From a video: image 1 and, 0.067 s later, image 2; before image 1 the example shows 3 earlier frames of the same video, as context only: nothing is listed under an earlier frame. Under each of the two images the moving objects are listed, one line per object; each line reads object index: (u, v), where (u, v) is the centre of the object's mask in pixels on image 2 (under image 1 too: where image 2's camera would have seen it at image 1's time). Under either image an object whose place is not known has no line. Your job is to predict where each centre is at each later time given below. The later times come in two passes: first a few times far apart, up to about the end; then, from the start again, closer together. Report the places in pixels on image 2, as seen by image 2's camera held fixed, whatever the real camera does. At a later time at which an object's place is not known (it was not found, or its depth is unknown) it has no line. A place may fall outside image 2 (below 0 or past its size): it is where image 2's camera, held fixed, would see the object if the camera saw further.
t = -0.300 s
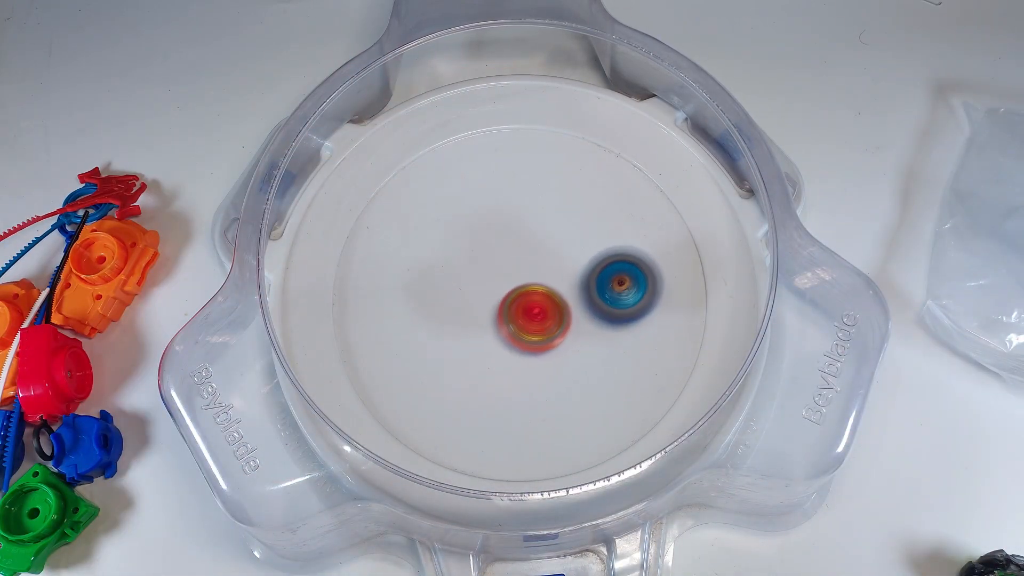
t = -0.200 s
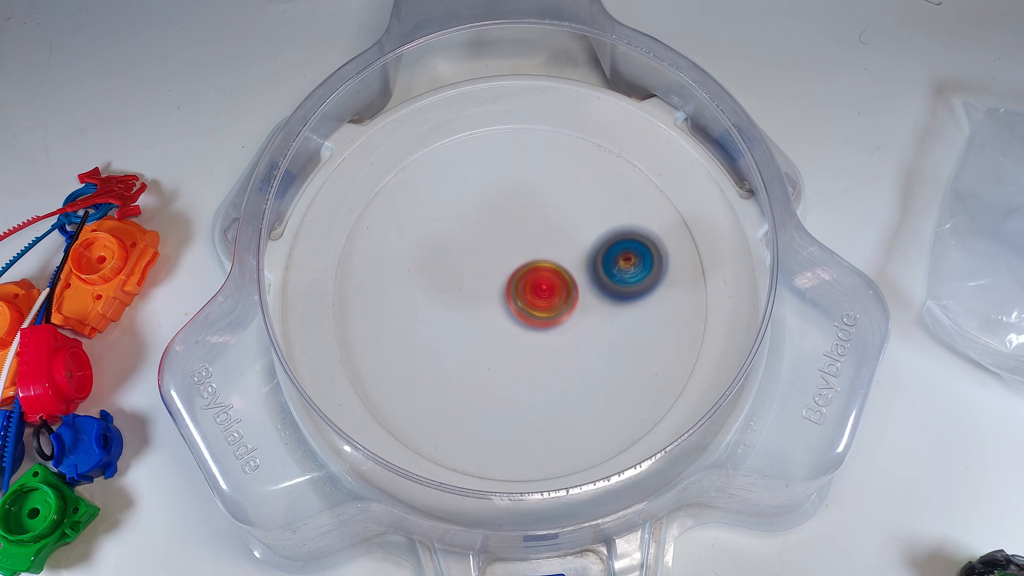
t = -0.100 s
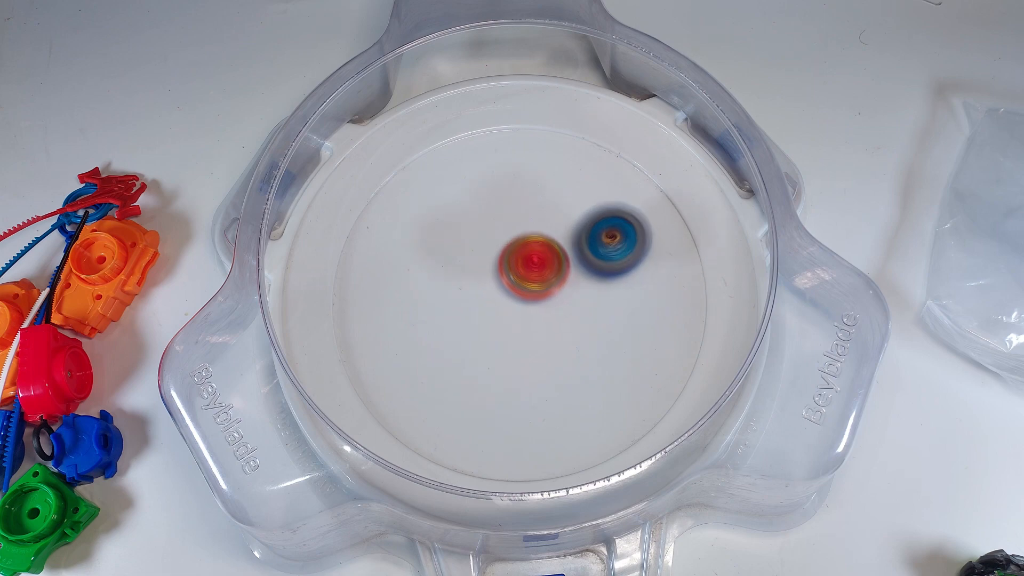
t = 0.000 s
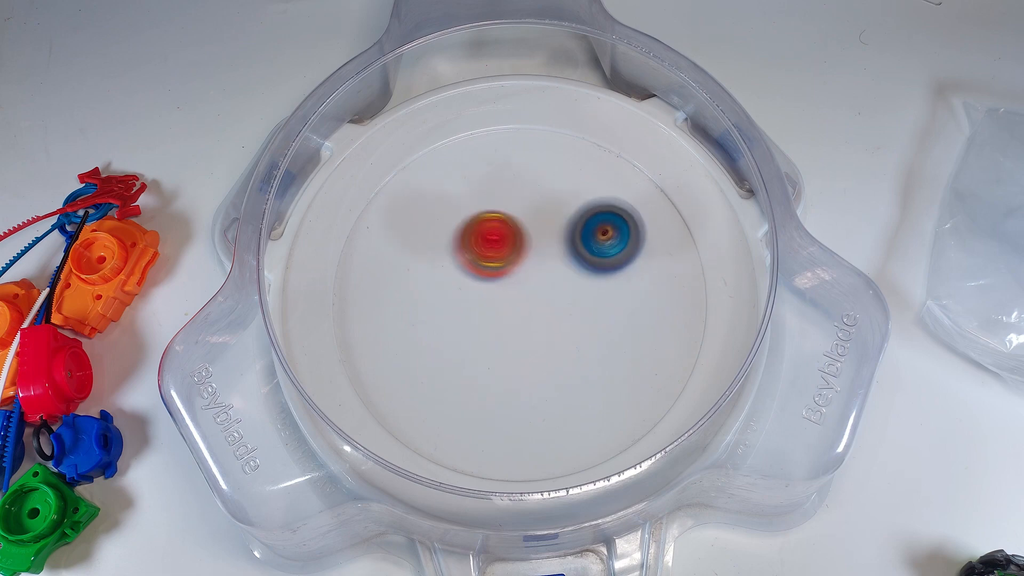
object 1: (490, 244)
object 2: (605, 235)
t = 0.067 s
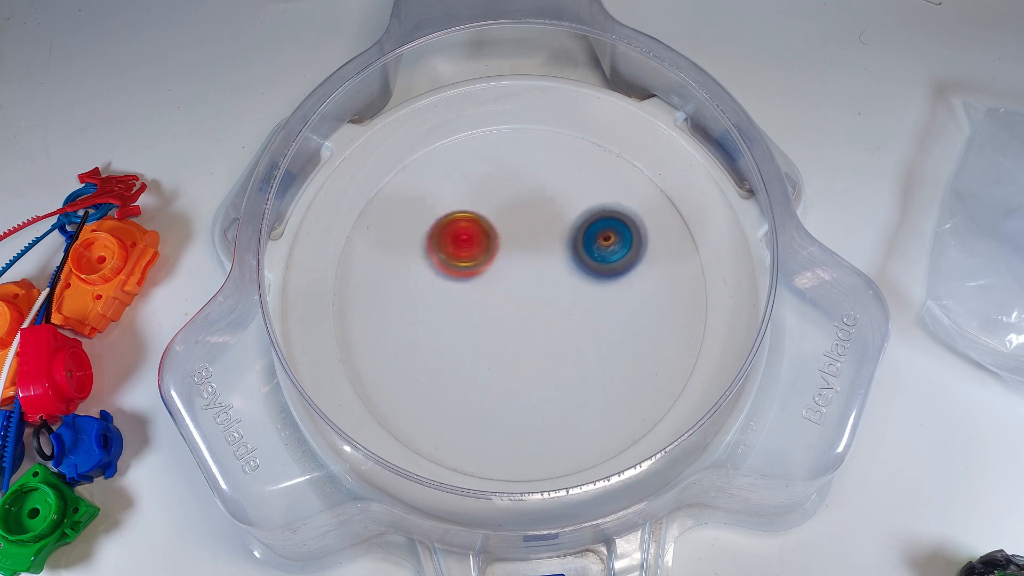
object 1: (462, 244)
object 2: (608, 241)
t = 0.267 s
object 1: (454, 286)
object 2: (573, 298)
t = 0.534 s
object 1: (534, 272)
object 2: (573, 370)
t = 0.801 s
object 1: (532, 233)
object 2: (596, 345)
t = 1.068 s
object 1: (461, 201)
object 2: (507, 378)
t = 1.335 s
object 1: (450, 237)
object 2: (565, 419)
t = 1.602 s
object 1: (536, 265)
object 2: (535, 353)
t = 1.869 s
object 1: (521, 231)
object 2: (456, 377)
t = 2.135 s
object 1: (536, 292)
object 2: (458, 379)
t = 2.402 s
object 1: (592, 275)
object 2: (494, 273)
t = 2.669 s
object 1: (541, 267)
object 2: (411, 205)
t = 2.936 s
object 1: (534, 337)
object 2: (419, 316)
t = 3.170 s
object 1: (613, 341)
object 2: (508, 314)
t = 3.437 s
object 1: (590, 294)
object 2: (476, 196)
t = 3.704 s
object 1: (505, 305)
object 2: (386, 249)
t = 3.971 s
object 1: (561, 325)
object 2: (475, 357)
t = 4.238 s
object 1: (573, 273)
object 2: (509, 313)
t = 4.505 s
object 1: (514, 235)
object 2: (415, 300)
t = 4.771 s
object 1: (493, 279)
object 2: (459, 350)
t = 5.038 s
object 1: (513, 269)
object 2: (570, 339)
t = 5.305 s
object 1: (502, 283)
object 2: (584, 248)
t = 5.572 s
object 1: (524, 340)
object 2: (529, 196)
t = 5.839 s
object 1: (553, 348)
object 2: (465, 214)
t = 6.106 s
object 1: (618, 351)
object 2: (474, 295)
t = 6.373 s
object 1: (586, 307)
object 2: (449, 316)
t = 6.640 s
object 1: (571, 286)
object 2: (459, 312)
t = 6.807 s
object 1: (535, 289)
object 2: (452, 307)
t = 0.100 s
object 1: (454, 247)
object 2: (604, 246)
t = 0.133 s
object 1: (451, 253)
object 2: (600, 252)
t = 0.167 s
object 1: (448, 261)
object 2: (594, 261)
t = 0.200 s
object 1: (448, 269)
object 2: (587, 272)
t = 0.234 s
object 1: (449, 278)
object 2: (580, 285)
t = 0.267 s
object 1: (454, 286)
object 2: (573, 298)
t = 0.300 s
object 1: (464, 292)
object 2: (568, 310)
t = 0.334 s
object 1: (475, 297)
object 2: (564, 322)
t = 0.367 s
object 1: (485, 299)
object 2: (562, 332)
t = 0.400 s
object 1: (497, 297)
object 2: (562, 342)
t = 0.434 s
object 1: (508, 293)
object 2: (562, 353)
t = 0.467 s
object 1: (518, 287)
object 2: (564, 362)
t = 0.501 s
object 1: (527, 280)
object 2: (568, 367)
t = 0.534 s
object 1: (534, 272)
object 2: (573, 370)
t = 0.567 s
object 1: (539, 264)
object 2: (578, 371)
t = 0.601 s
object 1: (542, 256)
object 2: (583, 371)
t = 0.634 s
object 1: (543, 249)
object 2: (588, 371)
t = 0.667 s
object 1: (543, 243)
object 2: (594, 368)
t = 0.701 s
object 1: (542, 240)
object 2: (598, 365)
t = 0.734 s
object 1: (540, 237)
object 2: (601, 360)
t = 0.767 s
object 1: (536, 235)
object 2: (600, 353)
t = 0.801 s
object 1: (532, 233)
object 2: (596, 345)
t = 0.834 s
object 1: (527, 231)
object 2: (590, 335)
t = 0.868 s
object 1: (519, 228)
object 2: (582, 325)
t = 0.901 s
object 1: (509, 227)
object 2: (570, 317)
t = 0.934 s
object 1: (499, 229)
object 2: (555, 309)
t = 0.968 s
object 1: (492, 237)
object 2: (538, 304)
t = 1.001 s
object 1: (484, 238)
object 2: (522, 312)
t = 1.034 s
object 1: (471, 217)
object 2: (513, 345)
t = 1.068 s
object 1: (461, 201)
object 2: (507, 378)
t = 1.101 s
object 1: (452, 190)
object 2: (505, 409)
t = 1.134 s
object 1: (446, 184)
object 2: (506, 437)
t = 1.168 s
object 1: (442, 184)
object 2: (512, 455)
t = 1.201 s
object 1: (441, 187)
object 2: (520, 456)
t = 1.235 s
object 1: (442, 195)
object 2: (531, 451)
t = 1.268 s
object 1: (444, 208)
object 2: (543, 441)
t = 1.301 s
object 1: (446, 222)
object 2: (555, 431)
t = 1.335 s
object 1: (450, 237)
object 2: (565, 419)
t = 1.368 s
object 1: (455, 251)
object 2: (571, 408)
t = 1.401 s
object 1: (464, 263)
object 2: (576, 397)
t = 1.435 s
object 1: (475, 272)
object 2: (575, 384)
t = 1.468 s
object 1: (488, 280)
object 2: (571, 372)
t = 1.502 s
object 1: (503, 286)
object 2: (564, 359)
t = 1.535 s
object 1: (518, 287)
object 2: (555, 349)
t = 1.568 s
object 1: (528, 275)
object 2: (546, 351)
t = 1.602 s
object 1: (536, 265)
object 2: (535, 353)
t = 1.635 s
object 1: (541, 258)
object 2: (523, 355)
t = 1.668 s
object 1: (544, 250)
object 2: (511, 359)
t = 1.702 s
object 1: (545, 242)
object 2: (500, 363)
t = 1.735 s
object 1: (545, 235)
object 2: (491, 367)
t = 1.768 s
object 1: (541, 230)
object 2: (481, 370)
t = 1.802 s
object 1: (535, 225)
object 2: (471, 373)
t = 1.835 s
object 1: (528, 226)
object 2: (464, 375)
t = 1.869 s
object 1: (521, 231)
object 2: (456, 377)
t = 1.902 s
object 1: (516, 238)
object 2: (450, 380)
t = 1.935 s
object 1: (512, 245)
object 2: (445, 381)
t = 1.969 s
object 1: (510, 252)
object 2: (443, 383)
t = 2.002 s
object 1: (511, 260)
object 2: (441, 383)
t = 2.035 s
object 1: (515, 269)
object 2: (443, 383)
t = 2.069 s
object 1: (521, 278)
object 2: (446, 383)
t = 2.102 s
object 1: (528, 286)
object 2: (452, 382)
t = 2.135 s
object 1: (536, 292)
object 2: (458, 379)
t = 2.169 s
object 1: (544, 296)
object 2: (466, 373)
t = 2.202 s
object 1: (553, 299)
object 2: (474, 364)
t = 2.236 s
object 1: (563, 299)
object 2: (483, 354)
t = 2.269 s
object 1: (572, 298)
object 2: (489, 340)
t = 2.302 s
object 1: (580, 295)
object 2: (494, 324)
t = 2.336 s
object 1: (586, 290)
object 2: (497, 306)
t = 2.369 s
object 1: (590, 284)
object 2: (497, 290)
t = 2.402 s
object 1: (592, 275)
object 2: (494, 273)
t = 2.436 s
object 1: (594, 267)
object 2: (490, 259)
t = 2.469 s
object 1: (592, 262)
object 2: (481, 245)
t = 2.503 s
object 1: (587, 260)
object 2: (472, 232)
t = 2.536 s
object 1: (577, 259)
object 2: (461, 222)
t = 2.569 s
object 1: (567, 257)
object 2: (449, 214)
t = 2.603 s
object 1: (558, 257)
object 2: (436, 207)
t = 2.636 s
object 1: (549, 261)
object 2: (422, 204)
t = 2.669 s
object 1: (541, 267)
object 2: (411, 205)
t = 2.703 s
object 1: (533, 275)
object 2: (401, 211)
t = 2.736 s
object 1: (528, 287)
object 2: (393, 218)
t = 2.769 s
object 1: (525, 298)
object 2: (385, 231)
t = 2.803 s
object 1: (524, 310)
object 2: (381, 245)
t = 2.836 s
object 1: (525, 319)
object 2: (382, 262)
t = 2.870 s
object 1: (527, 325)
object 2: (389, 280)
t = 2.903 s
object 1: (530, 331)
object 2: (402, 300)
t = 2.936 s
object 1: (534, 337)
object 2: (419, 316)
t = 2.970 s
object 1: (540, 341)
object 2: (440, 328)
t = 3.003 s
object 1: (547, 343)
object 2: (462, 337)
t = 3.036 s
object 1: (563, 345)
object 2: (477, 335)
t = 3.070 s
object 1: (585, 349)
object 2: (483, 332)
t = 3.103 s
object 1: (600, 349)
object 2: (490, 328)
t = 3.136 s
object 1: (610, 346)
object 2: (499, 322)
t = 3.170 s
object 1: (613, 341)
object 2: (508, 314)
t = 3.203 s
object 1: (611, 334)
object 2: (518, 304)
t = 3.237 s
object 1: (605, 325)
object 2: (527, 293)
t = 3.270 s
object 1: (604, 318)
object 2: (530, 276)
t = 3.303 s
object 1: (608, 314)
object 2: (523, 255)
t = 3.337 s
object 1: (609, 309)
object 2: (514, 235)
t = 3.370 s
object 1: (607, 303)
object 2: (503, 219)
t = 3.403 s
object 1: (600, 298)
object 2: (491, 205)
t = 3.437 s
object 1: (590, 294)
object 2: (476, 196)
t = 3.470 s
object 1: (576, 292)
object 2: (461, 189)
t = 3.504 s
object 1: (561, 292)
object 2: (445, 186)
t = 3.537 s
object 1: (548, 293)
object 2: (429, 186)
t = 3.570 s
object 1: (536, 294)
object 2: (415, 191)
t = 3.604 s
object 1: (527, 296)
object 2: (403, 200)
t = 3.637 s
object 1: (518, 300)
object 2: (393, 216)
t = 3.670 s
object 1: (511, 302)
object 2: (388, 231)
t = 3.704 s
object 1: (505, 305)
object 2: (386, 249)
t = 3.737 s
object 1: (502, 307)
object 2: (391, 269)
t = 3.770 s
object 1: (499, 310)
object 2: (401, 290)
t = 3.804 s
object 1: (495, 313)
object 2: (415, 309)
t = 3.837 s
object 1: (503, 316)
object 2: (426, 321)
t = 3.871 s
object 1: (514, 322)
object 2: (434, 333)
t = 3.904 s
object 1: (525, 327)
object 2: (447, 342)
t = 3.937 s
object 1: (540, 328)
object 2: (454, 350)
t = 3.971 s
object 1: (561, 325)
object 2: (475, 357)
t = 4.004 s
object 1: (565, 322)
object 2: (489, 356)
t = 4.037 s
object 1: (570, 318)
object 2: (501, 353)
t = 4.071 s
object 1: (579, 311)
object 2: (503, 351)
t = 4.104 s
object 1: (585, 303)
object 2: (505, 347)
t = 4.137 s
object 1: (587, 295)
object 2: (507, 341)
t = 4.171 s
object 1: (585, 287)
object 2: (509, 332)
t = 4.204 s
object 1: (580, 279)
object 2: (510, 323)
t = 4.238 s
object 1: (573, 273)
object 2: (509, 313)
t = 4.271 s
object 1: (571, 265)
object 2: (501, 306)
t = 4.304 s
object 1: (568, 256)
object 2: (489, 302)
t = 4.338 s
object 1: (562, 249)
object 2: (475, 297)
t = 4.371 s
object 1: (554, 243)
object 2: (461, 294)
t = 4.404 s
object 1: (545, 239)
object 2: (447, 293)
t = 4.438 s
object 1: (536, 236)
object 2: (434, 294)
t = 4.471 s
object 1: (526, 235)
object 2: (423, 297)
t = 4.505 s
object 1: (514, 235)
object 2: (415, 300)
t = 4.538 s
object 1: (503, 236)
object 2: (409, 306)
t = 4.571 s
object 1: (495, 240)
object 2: (405, 313)
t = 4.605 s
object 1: (490, 246)
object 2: (405, 321)
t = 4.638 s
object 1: (488, 252)
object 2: (408, 330)
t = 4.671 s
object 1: (487, 259)
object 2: (415, 337)
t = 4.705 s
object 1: (488, 267)
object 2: (426, 344)
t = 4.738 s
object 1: (490, 273)
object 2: (441, 348)
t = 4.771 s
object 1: (493, 279)
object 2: (459, 350)
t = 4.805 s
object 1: (496, 282)
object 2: (478, 348)
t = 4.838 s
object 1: (500, 280)
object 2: (492, 351)
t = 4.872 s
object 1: (505, 274)
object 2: (505, 355)
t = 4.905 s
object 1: (507, 270)
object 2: (518, 358)
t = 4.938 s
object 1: (509, 268)
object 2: (531, 358)
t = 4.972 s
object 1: (511, 268)
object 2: (545, 356)
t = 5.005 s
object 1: (512, 268)
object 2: (559, 349)
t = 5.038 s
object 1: (513, 269)
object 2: (570, 339)
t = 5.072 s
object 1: (514, 271)
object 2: (578, 327)
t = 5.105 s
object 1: (515, 273)
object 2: (583, 313)
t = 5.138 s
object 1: (516, 275)
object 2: (585, 299)
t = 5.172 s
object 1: (512, 275)
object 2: (588, 287)
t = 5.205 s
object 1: (510, 276)
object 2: (588, 276)
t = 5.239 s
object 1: (509, 278)
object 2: (586, 265)
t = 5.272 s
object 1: (505, 281)
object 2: (585, 257)
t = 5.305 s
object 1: (502, 283)
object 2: (584, 248)
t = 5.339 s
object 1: (501, 285)
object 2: (580, 241)
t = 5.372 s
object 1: (503, 288)
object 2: (575, 235)
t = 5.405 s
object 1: (508, 293)
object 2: (567, 230)
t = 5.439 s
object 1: (515, 297)
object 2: (556, 227)
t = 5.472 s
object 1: (522, 299)
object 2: (544, 228)
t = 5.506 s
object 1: (525, 309)
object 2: (537, 223)
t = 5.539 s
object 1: (526, 327)
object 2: (534, 210)
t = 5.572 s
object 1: (524, 340)
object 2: (529, 196)
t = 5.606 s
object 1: (525, 349)
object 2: (522, 186)
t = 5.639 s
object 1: (526, 356)
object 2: (513, 179)
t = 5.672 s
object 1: (529, 359)
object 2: (503, 176)
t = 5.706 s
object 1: (533, 360)
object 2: (493, 176)
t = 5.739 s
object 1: (538, 359)
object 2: (484, 179)
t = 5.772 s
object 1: (543, 358)
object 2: (476, 187)
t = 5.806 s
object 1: (548, 353)
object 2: (469, 199)
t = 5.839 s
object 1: (553, 348)
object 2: (465, 214)
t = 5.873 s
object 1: (560, 341)
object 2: (464, 230)
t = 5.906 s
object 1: (566, 333)
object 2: (467, 248)
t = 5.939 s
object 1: (569, 327)
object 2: (475, 266)
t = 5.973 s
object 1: (572, 322)
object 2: (484, 283)
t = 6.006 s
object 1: (573, 319)
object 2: (496, 300)
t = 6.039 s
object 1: (585, 328)
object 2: (496, 300)
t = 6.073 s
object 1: (605, 343)
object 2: (482, 295)
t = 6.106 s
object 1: (618, 351)
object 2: (474, 295)
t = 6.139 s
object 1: (627, 356)
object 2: (464, 293)
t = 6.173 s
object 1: (631, 356)
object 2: (455, 296)
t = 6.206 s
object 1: (629, 352)
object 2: (449, 297)
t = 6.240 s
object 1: (624, 346)
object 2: (445, 302)
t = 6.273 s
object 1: (616, 337)
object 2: (442, 305)
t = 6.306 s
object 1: (608, 327)
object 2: (441, 309)
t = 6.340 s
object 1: (597, 316)
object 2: (444, 313)
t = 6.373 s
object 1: (586, 307)
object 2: (449, 316)
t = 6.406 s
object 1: (575, 300)
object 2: (455, 317)
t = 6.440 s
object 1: (566, 296)
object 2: (463, 318)
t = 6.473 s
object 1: (559, 292)
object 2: (473, 317)
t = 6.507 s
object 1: (556, 290)
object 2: (480, 313)
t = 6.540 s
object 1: (565, 287)
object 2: (474, 311)
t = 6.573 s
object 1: (571, 284)
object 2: (467, 312)
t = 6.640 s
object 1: (571, 286)
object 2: (459, 312)
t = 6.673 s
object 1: (565, 290)
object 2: (457, 312)
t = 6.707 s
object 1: (556, 292)
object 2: (458, 312)
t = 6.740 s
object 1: (547, 291)
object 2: (459, 313)
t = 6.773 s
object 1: (536, 289)
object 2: (461, 311)
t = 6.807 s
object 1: (535, 289)
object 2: (452, 307)
